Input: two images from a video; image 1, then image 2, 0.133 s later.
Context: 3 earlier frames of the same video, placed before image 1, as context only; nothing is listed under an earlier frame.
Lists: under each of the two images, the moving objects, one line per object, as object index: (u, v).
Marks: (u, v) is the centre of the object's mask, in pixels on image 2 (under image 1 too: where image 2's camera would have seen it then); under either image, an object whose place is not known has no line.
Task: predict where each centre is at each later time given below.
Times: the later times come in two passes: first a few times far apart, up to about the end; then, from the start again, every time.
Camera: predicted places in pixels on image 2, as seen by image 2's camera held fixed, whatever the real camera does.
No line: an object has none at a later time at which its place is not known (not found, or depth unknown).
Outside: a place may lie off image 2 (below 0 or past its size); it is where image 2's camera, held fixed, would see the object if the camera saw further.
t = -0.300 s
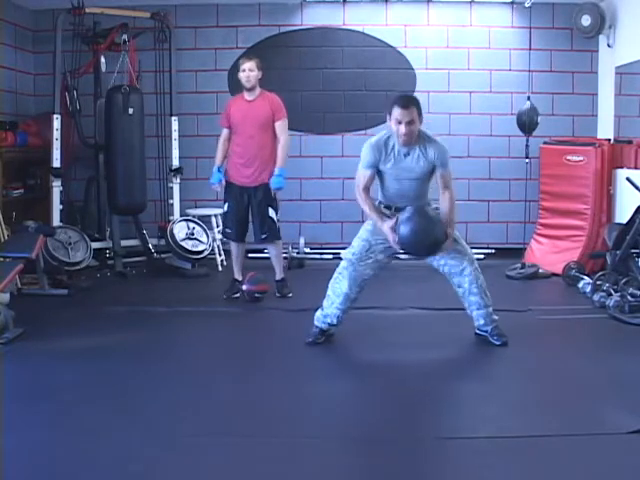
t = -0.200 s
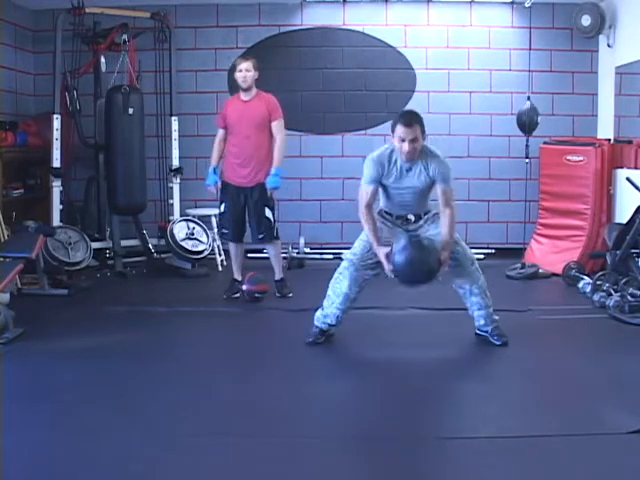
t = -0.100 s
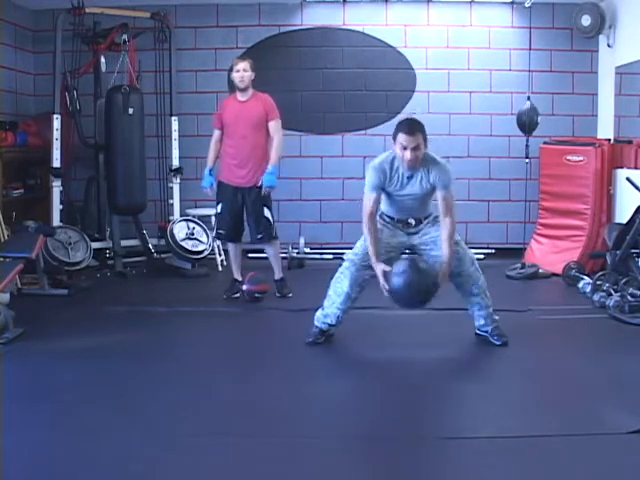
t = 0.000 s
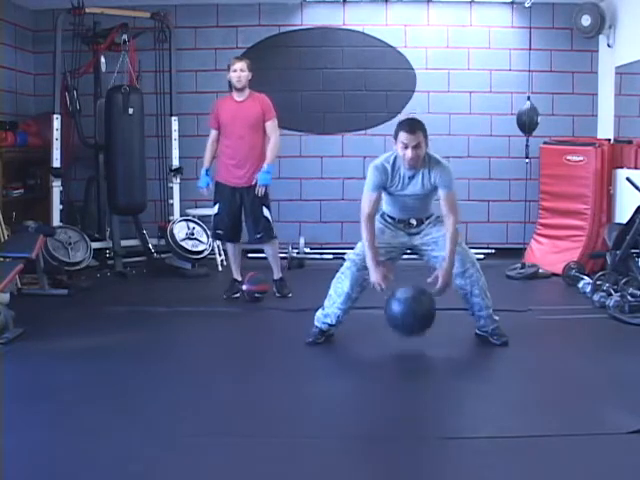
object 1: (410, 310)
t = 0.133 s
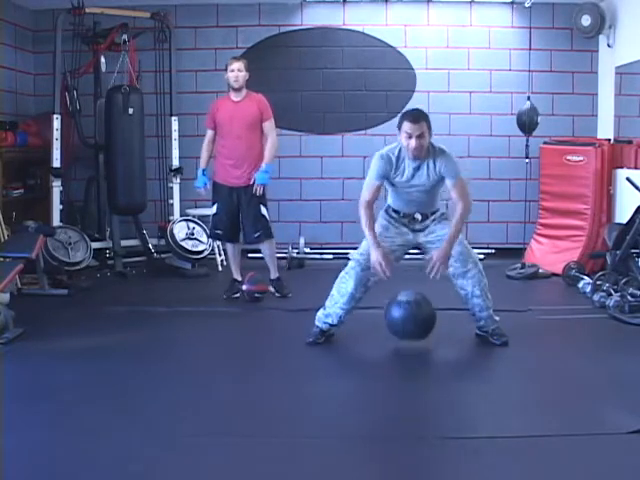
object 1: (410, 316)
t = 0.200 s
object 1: (410, 313)
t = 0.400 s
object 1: (409, 320)
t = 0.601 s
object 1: (409, 322)
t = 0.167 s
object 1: (410, 313)
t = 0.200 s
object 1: (410, 313)
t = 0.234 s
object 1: (410, 314)
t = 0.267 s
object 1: (410, 317)
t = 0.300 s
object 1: (410, 323)
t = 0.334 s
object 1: (410, 323)
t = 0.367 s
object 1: (410, 321)
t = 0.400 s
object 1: (409, 320)
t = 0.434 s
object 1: (409, 321)
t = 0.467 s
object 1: (409, 322)
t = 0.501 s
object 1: (409, 321)
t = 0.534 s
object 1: (409, 322)
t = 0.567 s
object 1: (409, 322)
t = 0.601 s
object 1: (409, 322)
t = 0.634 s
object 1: (408, 322)
